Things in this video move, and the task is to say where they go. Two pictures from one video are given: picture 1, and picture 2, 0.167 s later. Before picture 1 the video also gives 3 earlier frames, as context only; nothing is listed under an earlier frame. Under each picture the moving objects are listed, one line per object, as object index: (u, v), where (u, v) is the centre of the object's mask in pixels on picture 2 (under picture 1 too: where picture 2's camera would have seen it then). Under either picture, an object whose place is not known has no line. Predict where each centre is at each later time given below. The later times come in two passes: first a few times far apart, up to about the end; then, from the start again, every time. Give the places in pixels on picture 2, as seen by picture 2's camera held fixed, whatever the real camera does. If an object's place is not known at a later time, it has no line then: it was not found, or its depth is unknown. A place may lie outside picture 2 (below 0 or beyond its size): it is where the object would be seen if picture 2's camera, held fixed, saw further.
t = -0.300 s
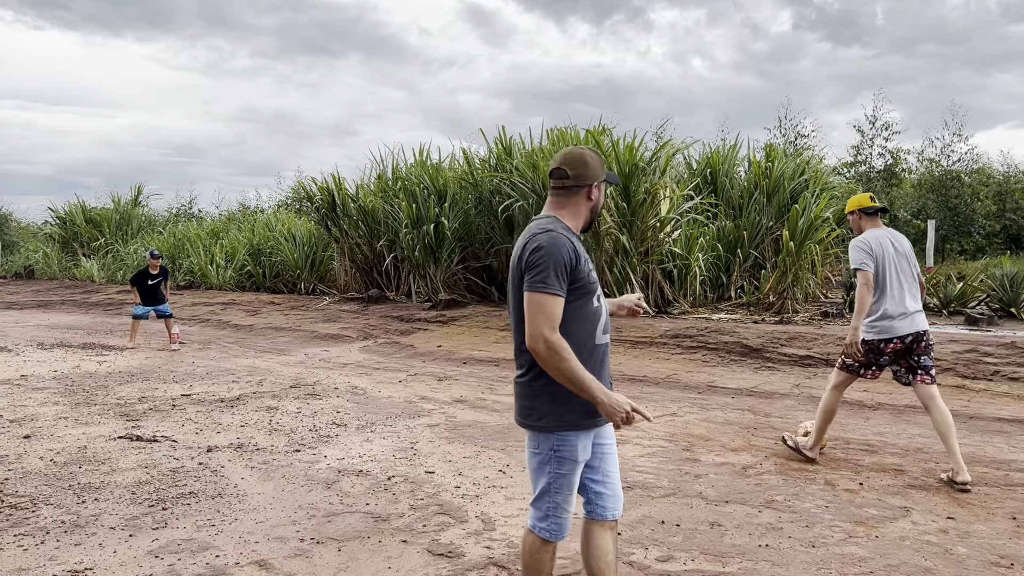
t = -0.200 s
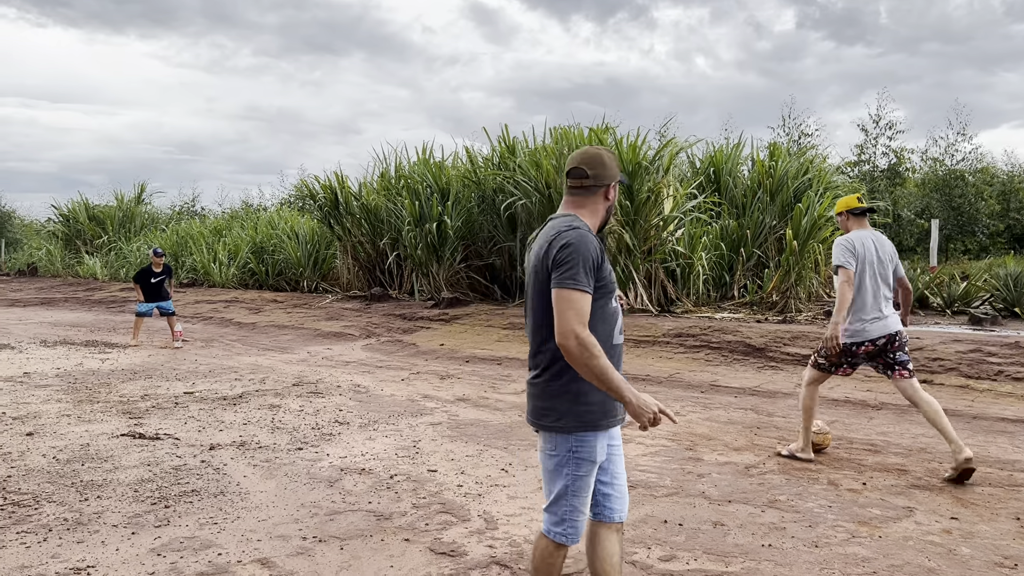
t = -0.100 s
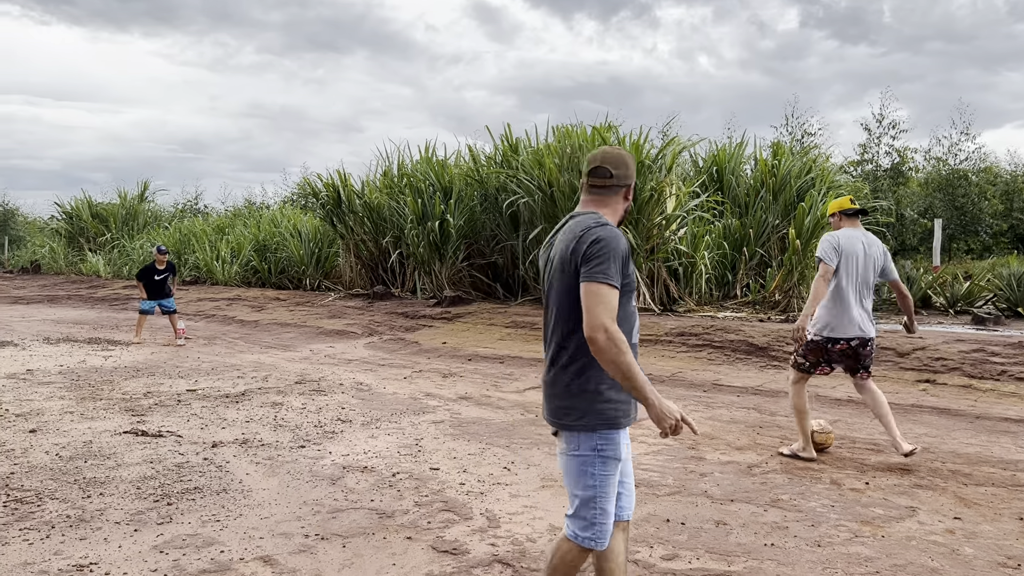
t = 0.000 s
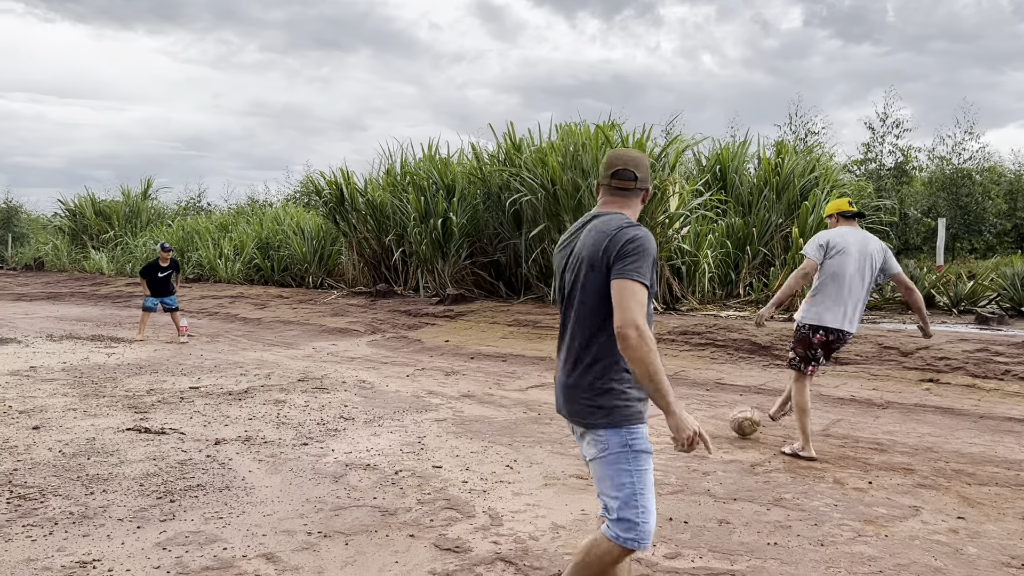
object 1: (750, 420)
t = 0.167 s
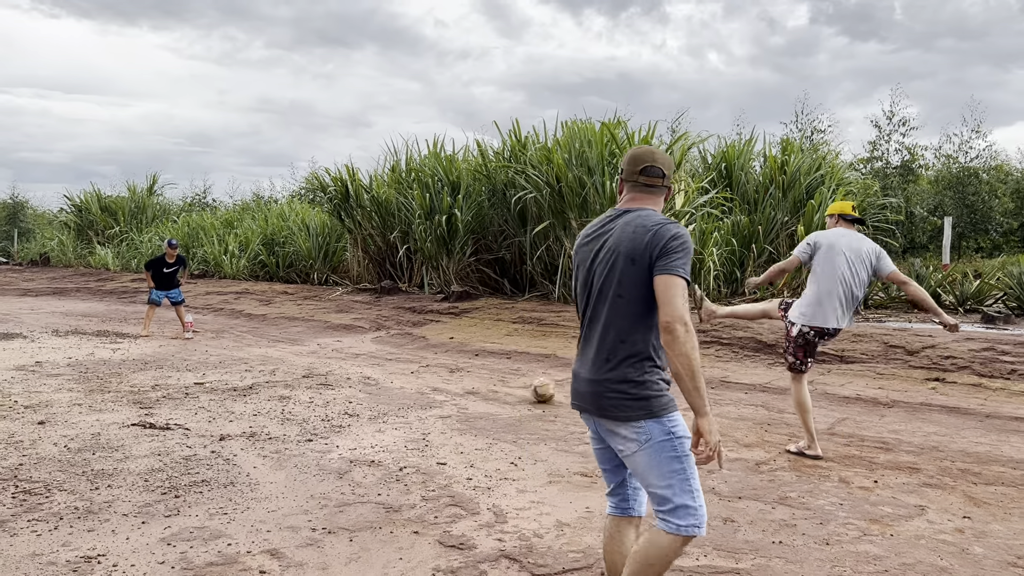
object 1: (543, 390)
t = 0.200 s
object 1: (511, 384)
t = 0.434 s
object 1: (343, 361)
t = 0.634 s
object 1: (252, 346)
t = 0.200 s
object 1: (511, 384)
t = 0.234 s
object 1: (482, 382)
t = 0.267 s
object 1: (455, 377)
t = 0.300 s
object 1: (430, 372)
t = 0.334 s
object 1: (407, 369)
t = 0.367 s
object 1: (384, 367)
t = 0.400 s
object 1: (363, 363)
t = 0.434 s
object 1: (343, 361)
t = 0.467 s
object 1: (326, 358)
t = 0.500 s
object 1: (310, 356)
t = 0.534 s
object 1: (293, 356)
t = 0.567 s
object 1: (278, 352)
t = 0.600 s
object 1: (264, 349)
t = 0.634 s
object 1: (252, 346)
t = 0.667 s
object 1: (238, 345)
